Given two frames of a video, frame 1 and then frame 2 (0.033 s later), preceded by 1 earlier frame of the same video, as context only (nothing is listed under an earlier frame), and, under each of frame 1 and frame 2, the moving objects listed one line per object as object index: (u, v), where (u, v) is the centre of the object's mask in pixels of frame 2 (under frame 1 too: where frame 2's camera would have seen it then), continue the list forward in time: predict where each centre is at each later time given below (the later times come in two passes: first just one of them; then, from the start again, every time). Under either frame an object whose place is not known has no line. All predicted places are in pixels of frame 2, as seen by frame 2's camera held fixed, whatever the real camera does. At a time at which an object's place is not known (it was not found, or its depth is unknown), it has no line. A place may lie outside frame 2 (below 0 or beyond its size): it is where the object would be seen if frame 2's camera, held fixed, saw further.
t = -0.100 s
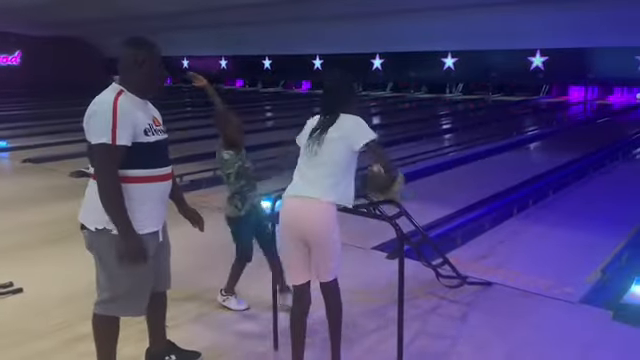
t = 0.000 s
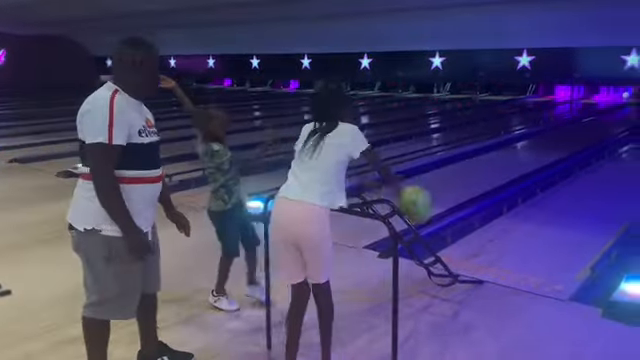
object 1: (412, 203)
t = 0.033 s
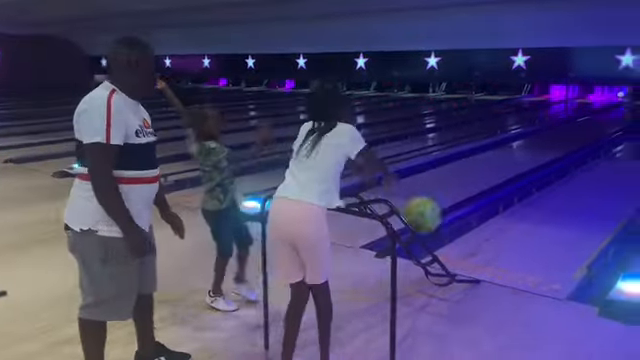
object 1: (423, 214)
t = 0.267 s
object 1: (492, 252)
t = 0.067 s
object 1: (434, 226)
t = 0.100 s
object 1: (444, 238)
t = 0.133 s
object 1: (453, 250)
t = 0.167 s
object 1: (464, 262)
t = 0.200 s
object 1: (470, 263)
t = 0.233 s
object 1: (483, 257)
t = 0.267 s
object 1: (492, 252)
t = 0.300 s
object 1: (504, 247)
